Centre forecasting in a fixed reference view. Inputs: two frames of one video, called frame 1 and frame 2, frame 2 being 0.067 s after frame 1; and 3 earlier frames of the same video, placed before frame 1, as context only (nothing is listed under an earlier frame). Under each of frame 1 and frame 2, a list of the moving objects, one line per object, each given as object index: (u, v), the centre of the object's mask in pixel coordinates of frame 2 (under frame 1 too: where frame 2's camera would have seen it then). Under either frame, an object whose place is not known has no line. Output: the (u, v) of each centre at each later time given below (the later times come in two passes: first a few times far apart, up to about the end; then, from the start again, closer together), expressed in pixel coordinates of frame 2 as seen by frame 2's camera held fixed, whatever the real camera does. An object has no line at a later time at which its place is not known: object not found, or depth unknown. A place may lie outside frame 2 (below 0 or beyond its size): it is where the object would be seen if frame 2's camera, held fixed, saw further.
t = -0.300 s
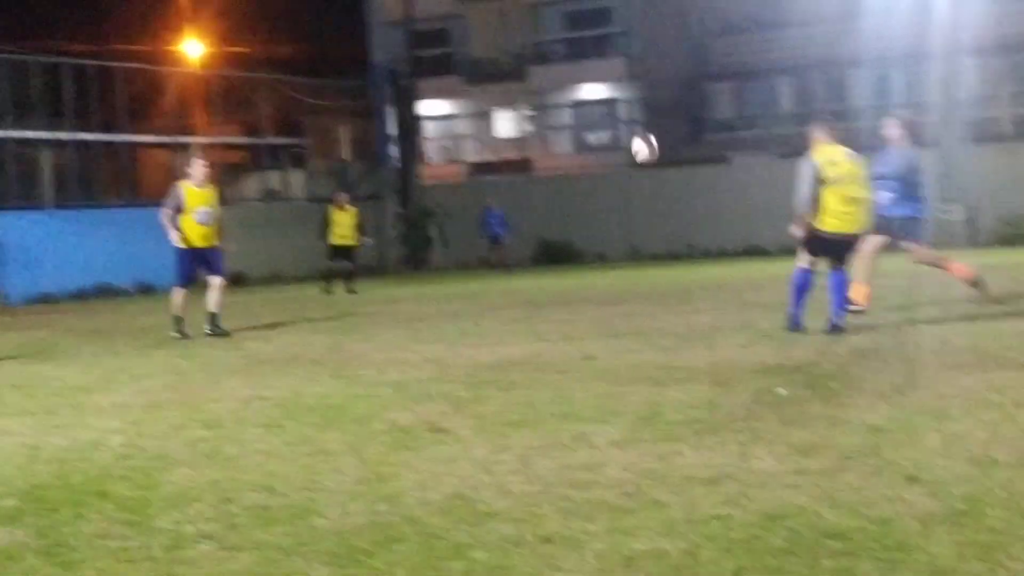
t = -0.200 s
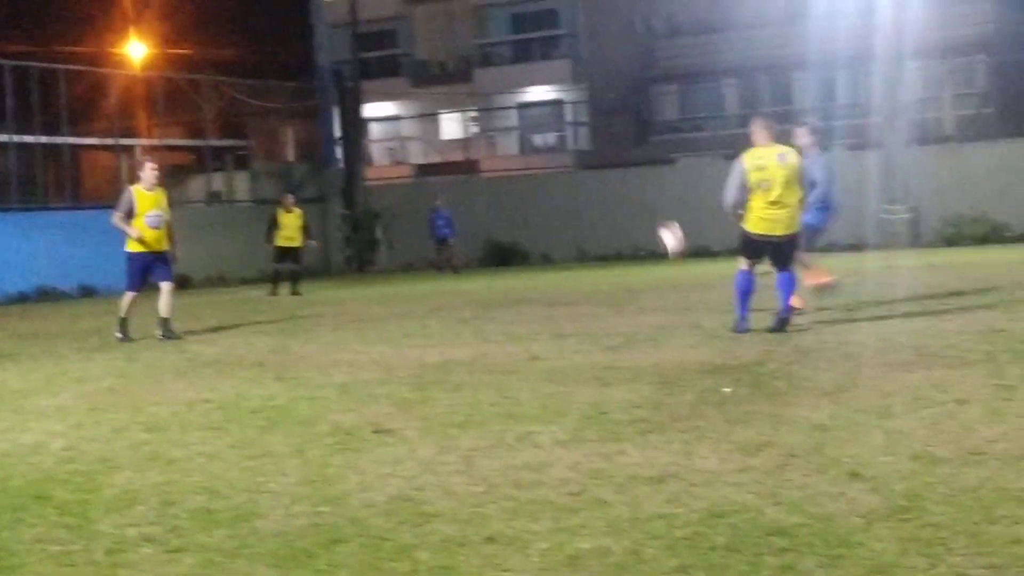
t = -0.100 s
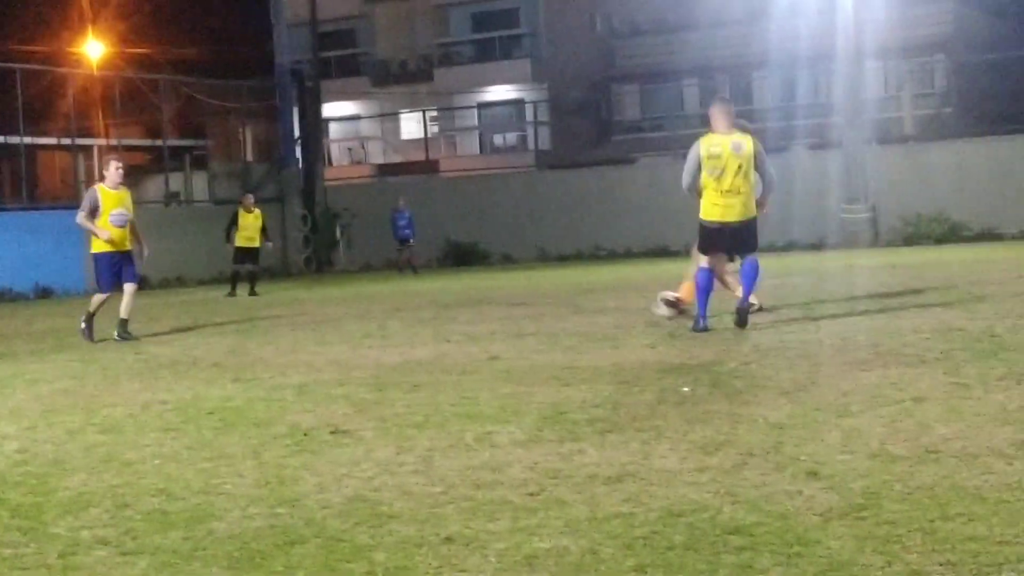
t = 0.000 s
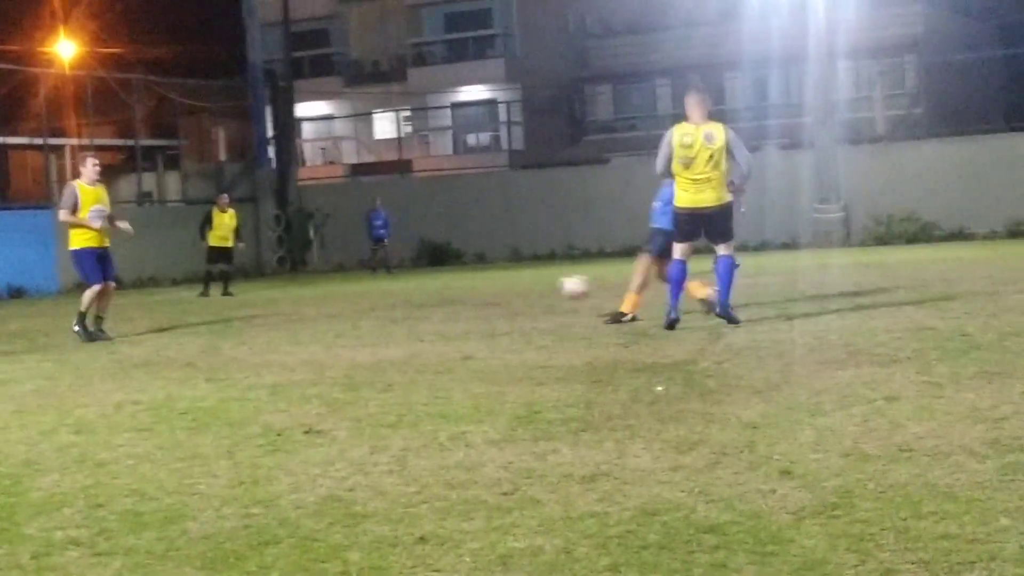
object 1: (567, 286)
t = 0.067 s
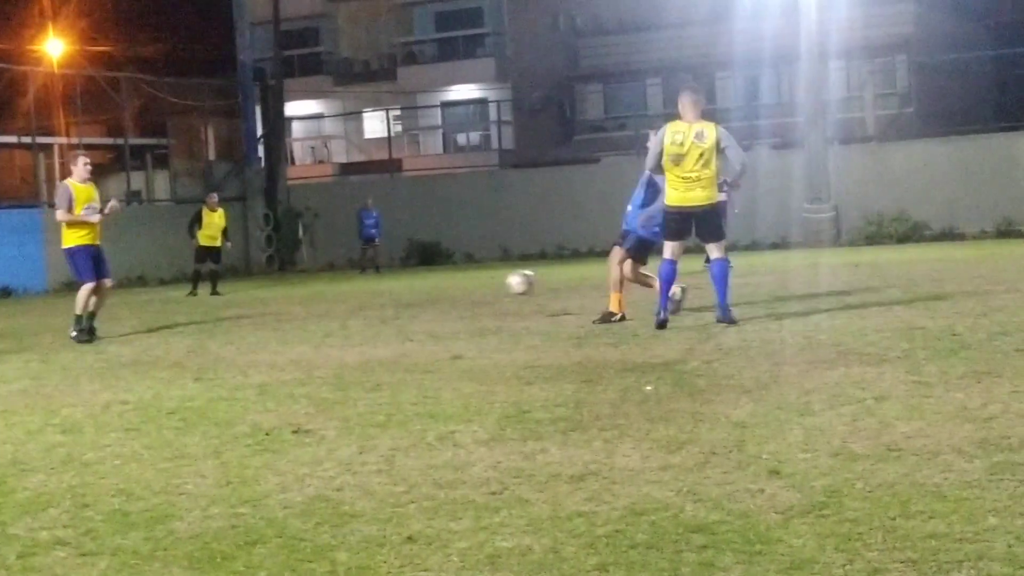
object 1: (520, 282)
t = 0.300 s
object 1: (390, 303)
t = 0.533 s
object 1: (311, 292)
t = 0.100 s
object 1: (500, 282)
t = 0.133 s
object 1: (481, 281)
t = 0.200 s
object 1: (444, 287)
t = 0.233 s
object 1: (426, 291)
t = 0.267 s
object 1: (407, 297)
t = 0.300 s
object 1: (390, 303)
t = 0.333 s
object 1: (373, 310)
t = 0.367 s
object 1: (361, 307)
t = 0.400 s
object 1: (351, 301)
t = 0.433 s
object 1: (342, 297)
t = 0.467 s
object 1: (332, 293)
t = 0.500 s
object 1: (322, 292)
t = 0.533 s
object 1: (311, 292)
